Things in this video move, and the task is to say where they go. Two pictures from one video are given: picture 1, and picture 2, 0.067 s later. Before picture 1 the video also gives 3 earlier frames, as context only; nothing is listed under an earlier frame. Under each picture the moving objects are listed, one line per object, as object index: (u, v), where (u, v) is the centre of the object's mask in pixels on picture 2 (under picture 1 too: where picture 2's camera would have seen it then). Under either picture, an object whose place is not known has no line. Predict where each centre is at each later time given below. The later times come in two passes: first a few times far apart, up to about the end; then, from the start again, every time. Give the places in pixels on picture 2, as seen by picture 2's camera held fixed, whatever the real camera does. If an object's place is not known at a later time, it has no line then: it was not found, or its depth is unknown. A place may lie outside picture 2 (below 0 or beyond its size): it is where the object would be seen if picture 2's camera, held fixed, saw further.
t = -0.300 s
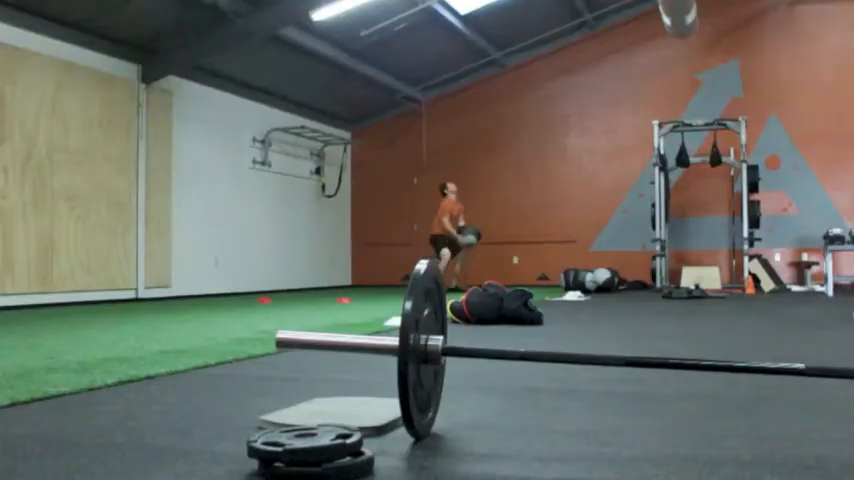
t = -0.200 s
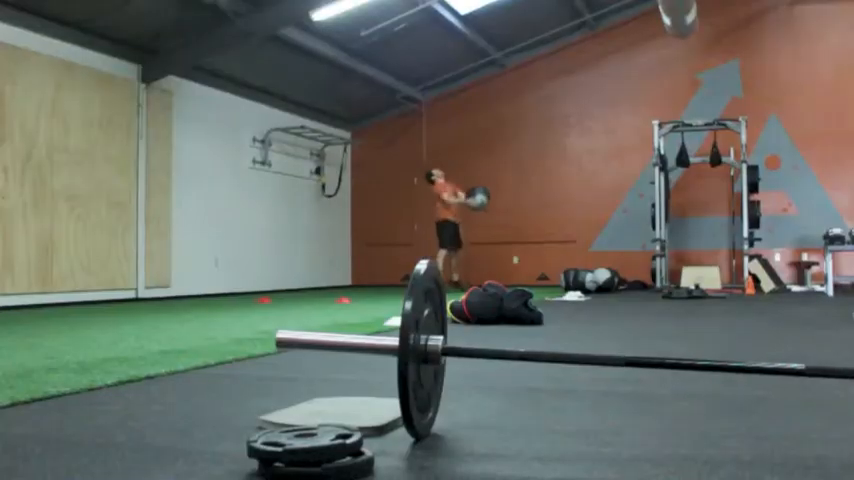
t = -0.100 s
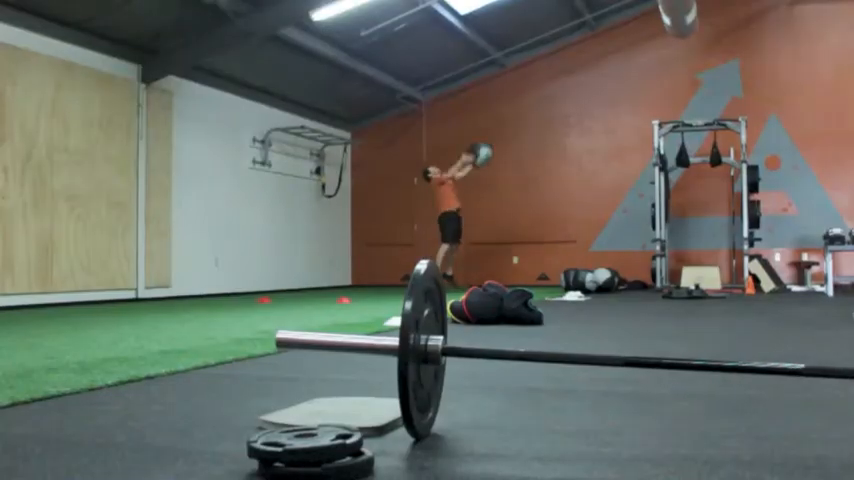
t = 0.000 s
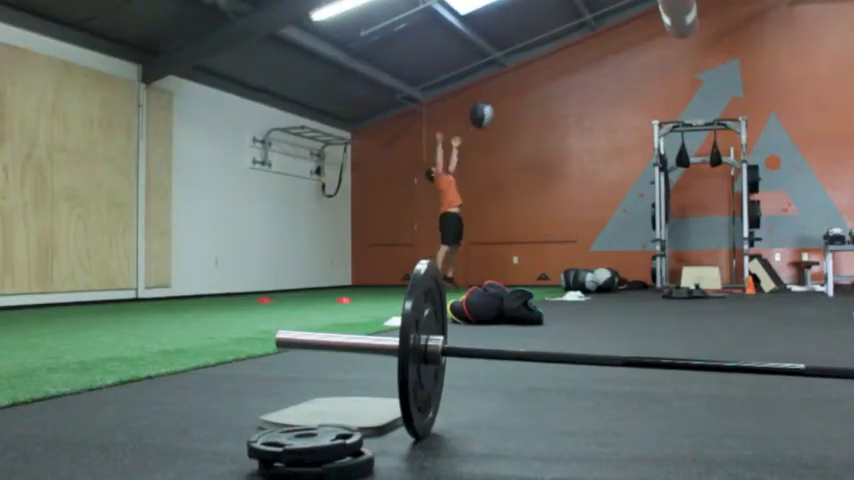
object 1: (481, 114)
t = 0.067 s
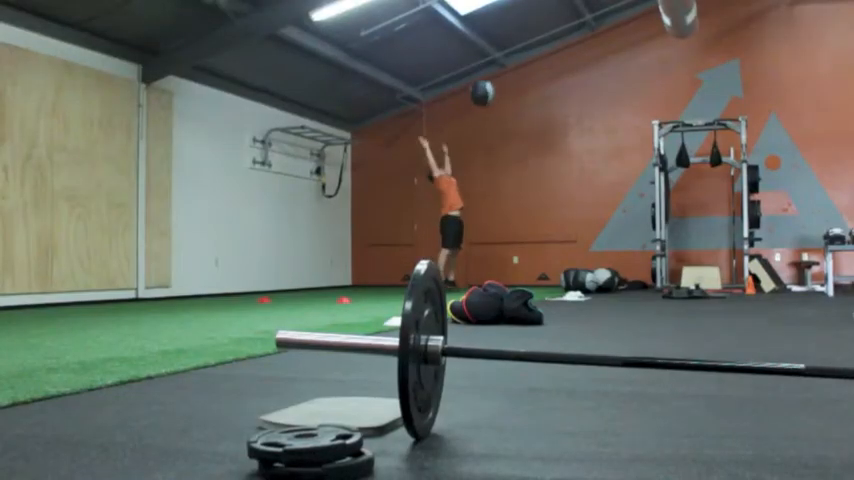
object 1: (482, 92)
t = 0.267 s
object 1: (484, 44)
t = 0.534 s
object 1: (487, 23)
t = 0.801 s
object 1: (491, 50)
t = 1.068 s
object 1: (497, 127)
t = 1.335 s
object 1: (503, 255)
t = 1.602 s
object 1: (500, 253)
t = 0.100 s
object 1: (482, 83)
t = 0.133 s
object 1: (483, 73)
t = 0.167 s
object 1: (483, 65)
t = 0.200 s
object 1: (484, 58)
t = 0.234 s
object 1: (484, 51)
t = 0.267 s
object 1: (484, 44)
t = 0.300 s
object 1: (483, 38)
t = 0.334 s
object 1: (483, 32)
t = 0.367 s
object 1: (483, 29)
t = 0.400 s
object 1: (484, 27)
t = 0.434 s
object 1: (484, 25)
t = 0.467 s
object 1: (486, 24)
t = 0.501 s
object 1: (486, 23)
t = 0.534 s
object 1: (487, 23)
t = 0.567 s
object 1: (487, 24)
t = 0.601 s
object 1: (489, 25)
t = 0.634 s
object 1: (489, 27)
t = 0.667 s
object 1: (489, 31)
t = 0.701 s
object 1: (490, 35)
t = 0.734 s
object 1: (491, 39)
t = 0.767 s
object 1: (491, 44)
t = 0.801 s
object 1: (491, 50)
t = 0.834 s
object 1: (492, 58)
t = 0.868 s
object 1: (493, 65)
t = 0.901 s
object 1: (493, 74)
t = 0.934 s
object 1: (495, 83)
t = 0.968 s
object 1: (495, 92)
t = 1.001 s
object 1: (496, 103)
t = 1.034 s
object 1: (496, 115)
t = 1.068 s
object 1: (497, 127)
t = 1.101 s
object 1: (499, 140)
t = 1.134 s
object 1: (499, 154)
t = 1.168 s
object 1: (499, 169)
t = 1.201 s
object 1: (500, 184)
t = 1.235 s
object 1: (501, 201)
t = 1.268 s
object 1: (502, 218)
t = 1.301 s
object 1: (502, 235)
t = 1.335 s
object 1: (503, 255)
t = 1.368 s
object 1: (504, 273)
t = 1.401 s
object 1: (506, 280)
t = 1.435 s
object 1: (504, 275)
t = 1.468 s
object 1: (503, 271)
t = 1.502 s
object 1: (503, 265)
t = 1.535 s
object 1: (503, 260)
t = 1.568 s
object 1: (502, 257)
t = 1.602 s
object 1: (500, 253)
